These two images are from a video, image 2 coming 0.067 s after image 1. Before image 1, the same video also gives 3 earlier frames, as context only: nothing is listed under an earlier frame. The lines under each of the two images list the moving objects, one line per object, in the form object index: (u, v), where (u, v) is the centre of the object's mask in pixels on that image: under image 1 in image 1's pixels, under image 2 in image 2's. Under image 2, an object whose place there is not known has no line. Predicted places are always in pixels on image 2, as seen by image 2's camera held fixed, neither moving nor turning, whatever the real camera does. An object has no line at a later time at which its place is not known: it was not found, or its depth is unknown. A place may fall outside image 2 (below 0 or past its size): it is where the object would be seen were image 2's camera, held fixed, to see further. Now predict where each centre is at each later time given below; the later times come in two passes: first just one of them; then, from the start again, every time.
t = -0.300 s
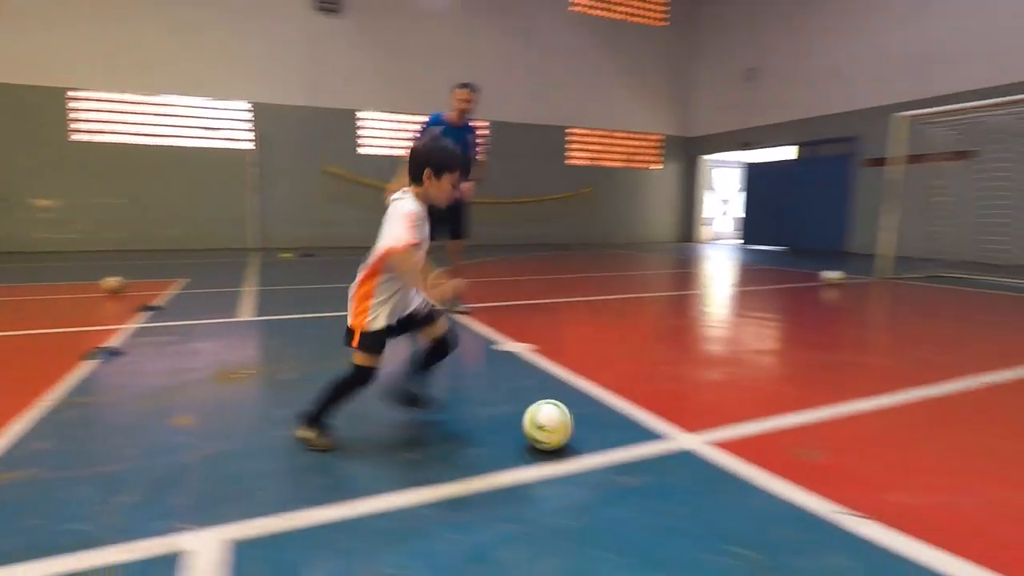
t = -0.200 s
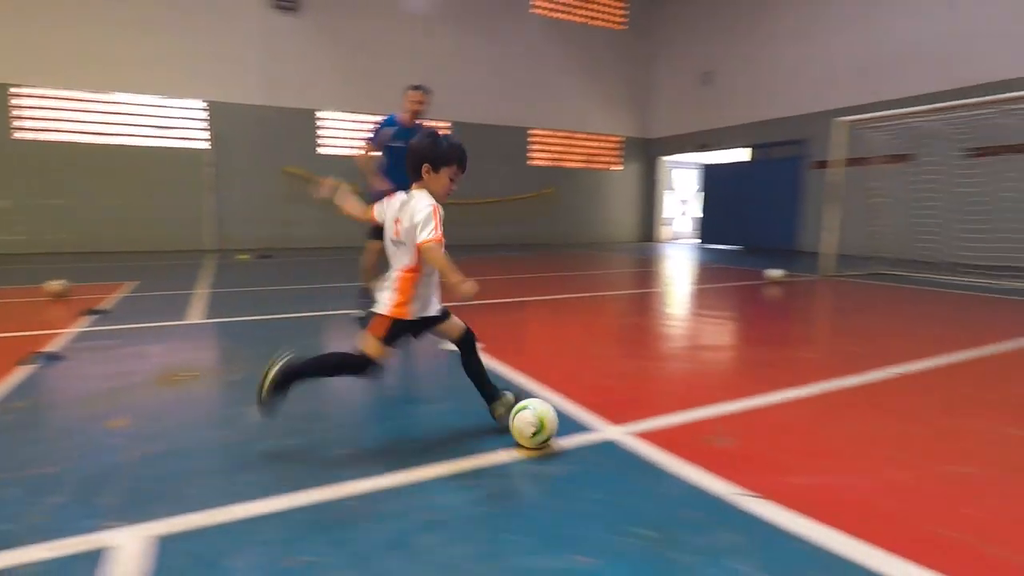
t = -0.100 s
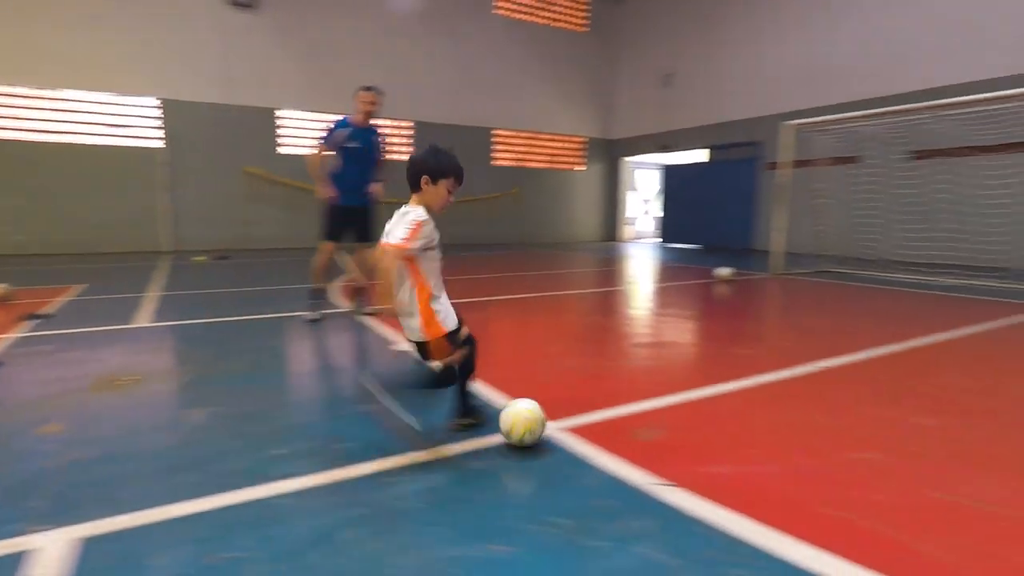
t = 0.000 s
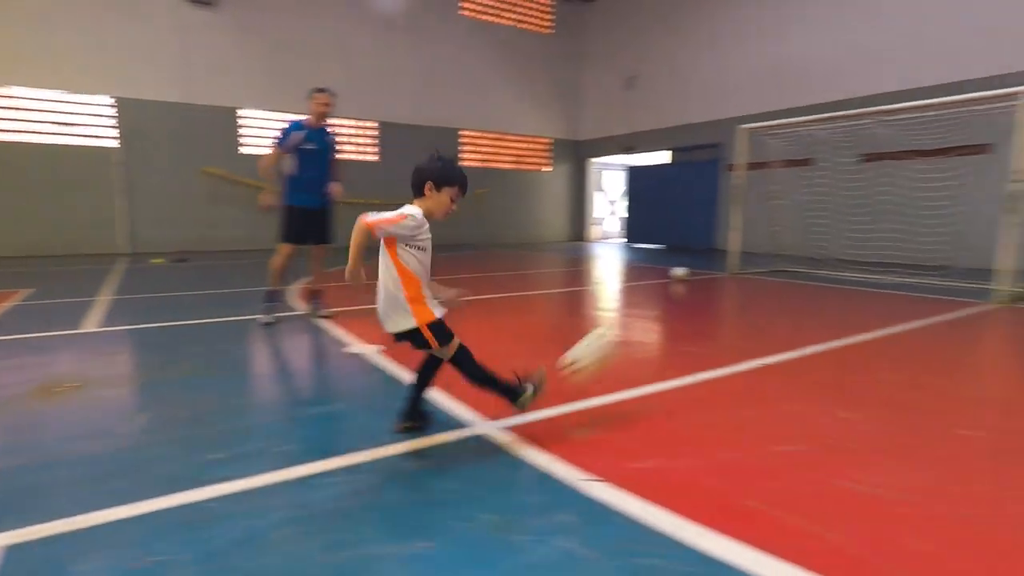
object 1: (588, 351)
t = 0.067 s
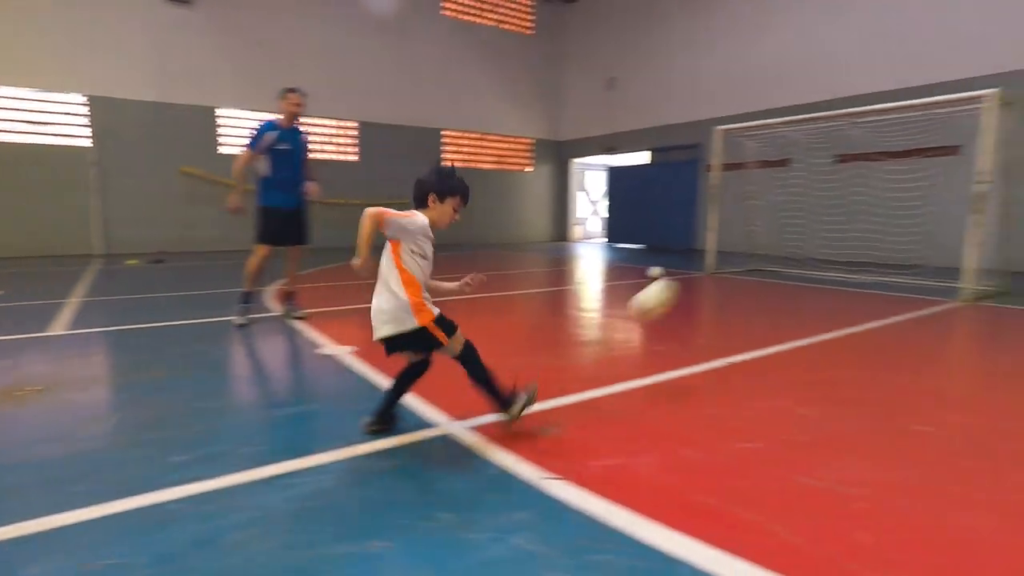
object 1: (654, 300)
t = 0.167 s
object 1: (744, 256)
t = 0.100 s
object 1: (689, 282)
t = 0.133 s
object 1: (718, 267)
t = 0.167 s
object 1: (744, 256)
